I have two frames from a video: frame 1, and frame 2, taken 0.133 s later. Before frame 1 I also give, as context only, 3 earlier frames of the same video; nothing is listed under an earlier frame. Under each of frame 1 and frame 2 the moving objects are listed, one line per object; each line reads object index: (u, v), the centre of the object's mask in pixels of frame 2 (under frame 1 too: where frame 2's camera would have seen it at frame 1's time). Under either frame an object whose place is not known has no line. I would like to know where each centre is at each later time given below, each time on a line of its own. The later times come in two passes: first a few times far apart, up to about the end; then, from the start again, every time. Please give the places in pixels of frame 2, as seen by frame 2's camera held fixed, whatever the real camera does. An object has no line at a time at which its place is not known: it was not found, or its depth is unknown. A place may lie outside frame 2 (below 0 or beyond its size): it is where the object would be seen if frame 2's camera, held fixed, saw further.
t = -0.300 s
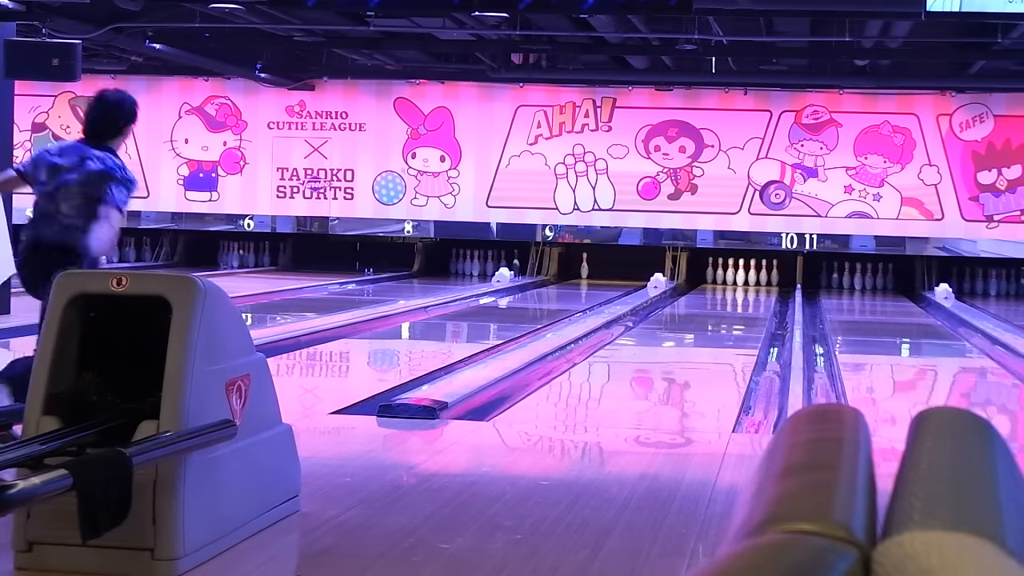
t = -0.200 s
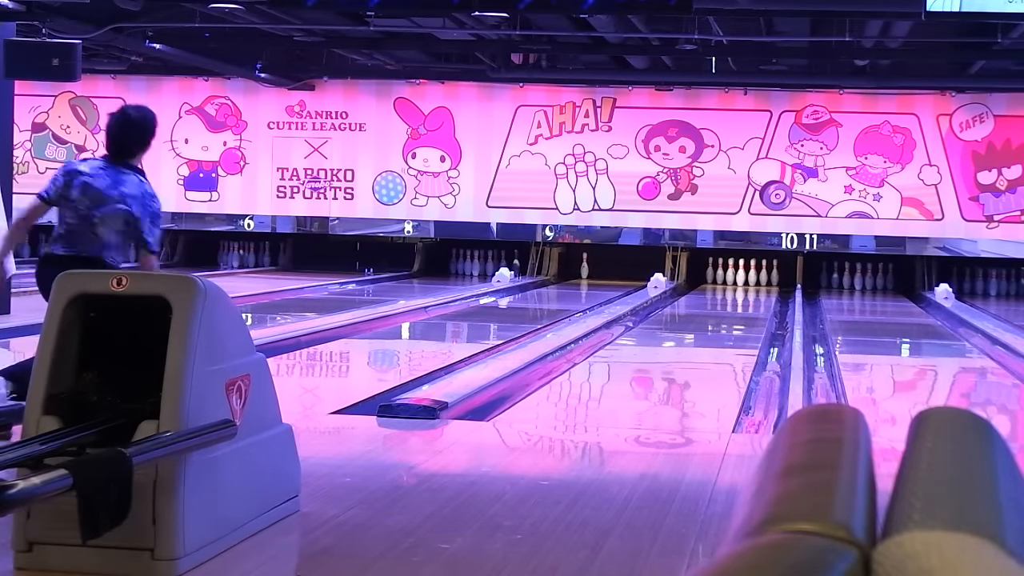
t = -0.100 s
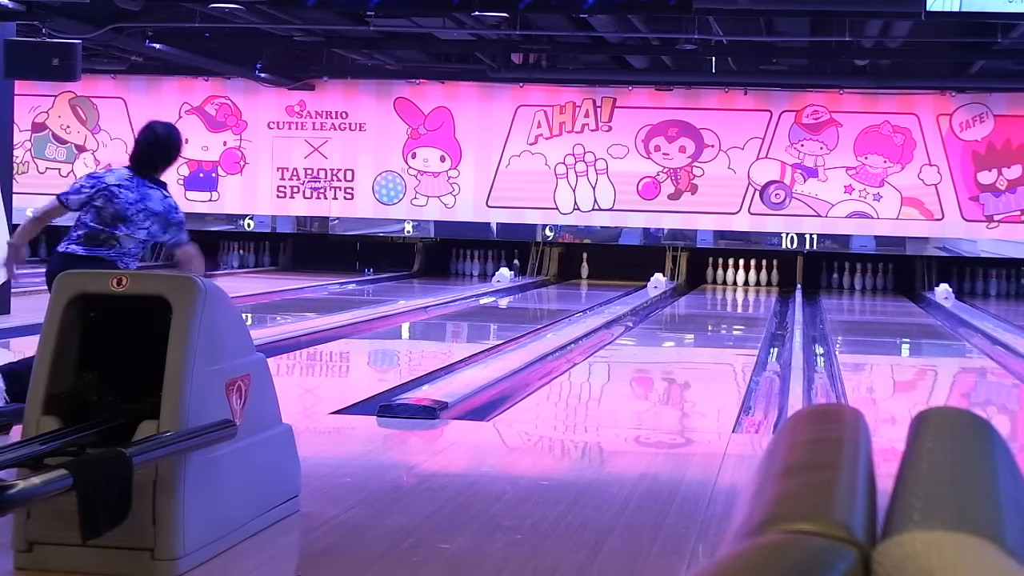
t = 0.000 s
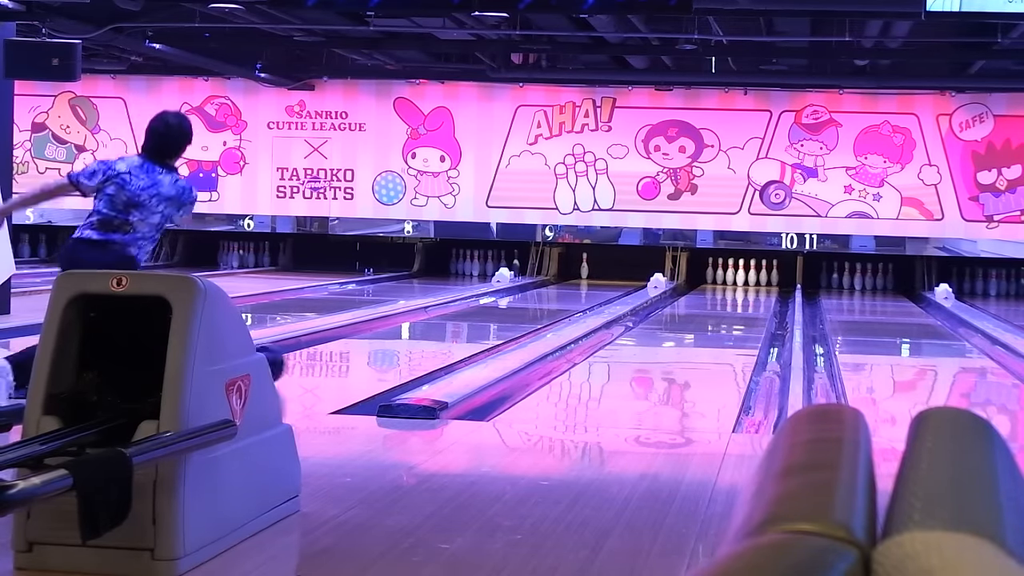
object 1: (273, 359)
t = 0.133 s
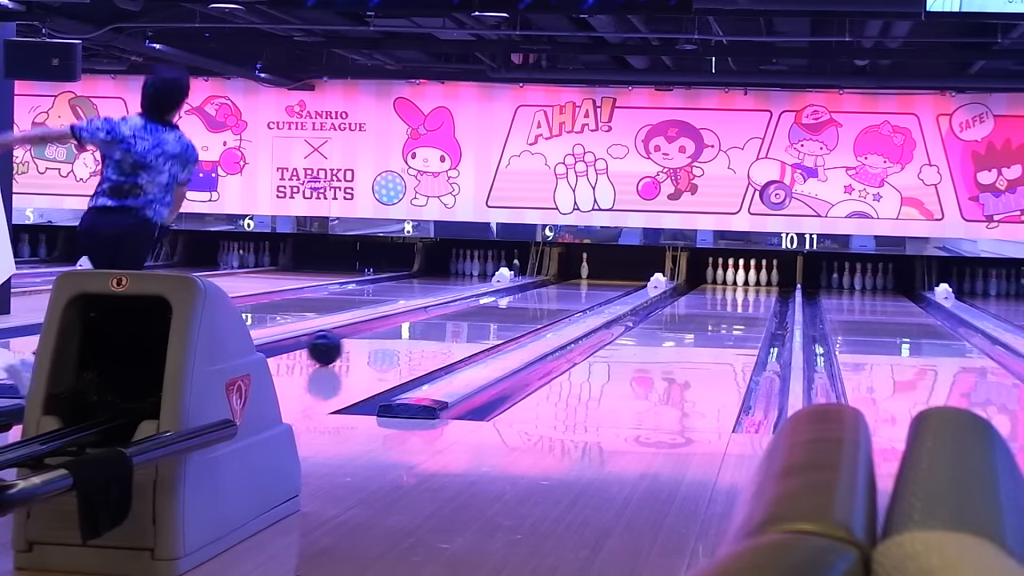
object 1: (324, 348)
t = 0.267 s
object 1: (370, 335)
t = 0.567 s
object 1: (446, 315)
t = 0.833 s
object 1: (493, 302)
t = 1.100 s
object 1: (528, 292)
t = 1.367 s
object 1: (553, 284)
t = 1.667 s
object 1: (573, 277)
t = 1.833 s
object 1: (584, 275)
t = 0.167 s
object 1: (337, 344)
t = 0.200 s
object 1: (349, 340)
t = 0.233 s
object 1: (360, 337)
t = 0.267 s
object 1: (370, 335)
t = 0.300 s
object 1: (380, 332)
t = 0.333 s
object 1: (389, 329)
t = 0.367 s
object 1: (399, 327)
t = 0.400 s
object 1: (408, 325)
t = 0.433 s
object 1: (417, 323)
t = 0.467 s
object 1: (424, 321)
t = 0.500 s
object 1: (432, 319)
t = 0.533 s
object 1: (440, 317)
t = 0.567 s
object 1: (446, 315)
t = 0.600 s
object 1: (453, 313)
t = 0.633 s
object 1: (459, 311)
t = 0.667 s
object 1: (466, 309)
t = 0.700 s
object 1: (472, 308)
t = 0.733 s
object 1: (477, 306)
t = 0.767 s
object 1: (483, 304)
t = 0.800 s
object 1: (488, 303)
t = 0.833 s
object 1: (493, 302)
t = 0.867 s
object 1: (498, 301)
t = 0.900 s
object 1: (503, 299)
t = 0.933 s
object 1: (508, 298)
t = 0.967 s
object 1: (512, 296)
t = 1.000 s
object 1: (516, 295)
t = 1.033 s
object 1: (520, 294)
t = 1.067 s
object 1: (524, 293)
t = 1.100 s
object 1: (528, 292)
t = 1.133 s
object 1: (532, 291)
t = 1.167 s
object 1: (535, 290)
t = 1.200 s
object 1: (539, 289)
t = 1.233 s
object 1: (542, 288)
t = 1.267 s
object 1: (545, 287)
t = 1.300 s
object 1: (548, 286)
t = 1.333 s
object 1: (551, 285)
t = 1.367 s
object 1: (553, 284)
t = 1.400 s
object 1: (556, 283)
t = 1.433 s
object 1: (559, 282)
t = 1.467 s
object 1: (561, 281)
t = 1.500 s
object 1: (563, 281)
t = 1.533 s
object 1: (566, 280)
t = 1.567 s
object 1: (568, 279)
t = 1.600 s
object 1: (570, 279)
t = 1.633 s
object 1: (572, 278)
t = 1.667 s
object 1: (573, 277)
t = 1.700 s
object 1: (575, 277)
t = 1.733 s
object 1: (578, 277)
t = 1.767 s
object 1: (580, 276)
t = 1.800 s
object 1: (582, 275)
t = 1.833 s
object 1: (584, 275)
